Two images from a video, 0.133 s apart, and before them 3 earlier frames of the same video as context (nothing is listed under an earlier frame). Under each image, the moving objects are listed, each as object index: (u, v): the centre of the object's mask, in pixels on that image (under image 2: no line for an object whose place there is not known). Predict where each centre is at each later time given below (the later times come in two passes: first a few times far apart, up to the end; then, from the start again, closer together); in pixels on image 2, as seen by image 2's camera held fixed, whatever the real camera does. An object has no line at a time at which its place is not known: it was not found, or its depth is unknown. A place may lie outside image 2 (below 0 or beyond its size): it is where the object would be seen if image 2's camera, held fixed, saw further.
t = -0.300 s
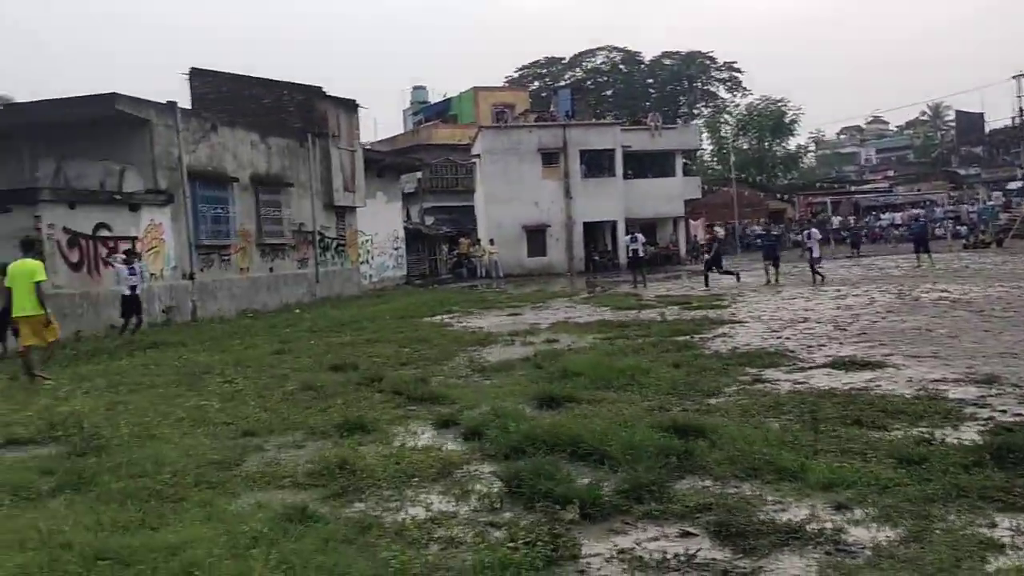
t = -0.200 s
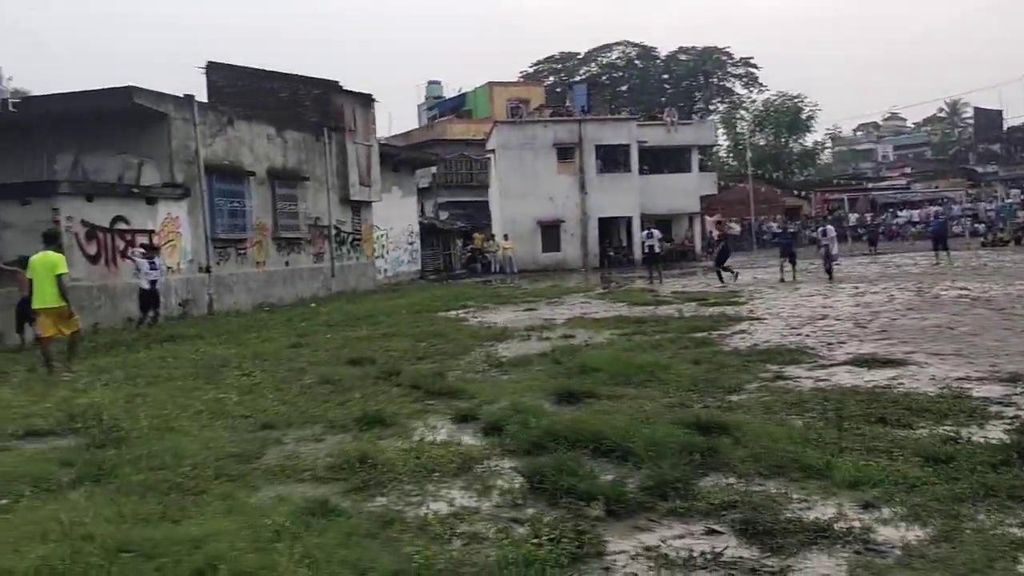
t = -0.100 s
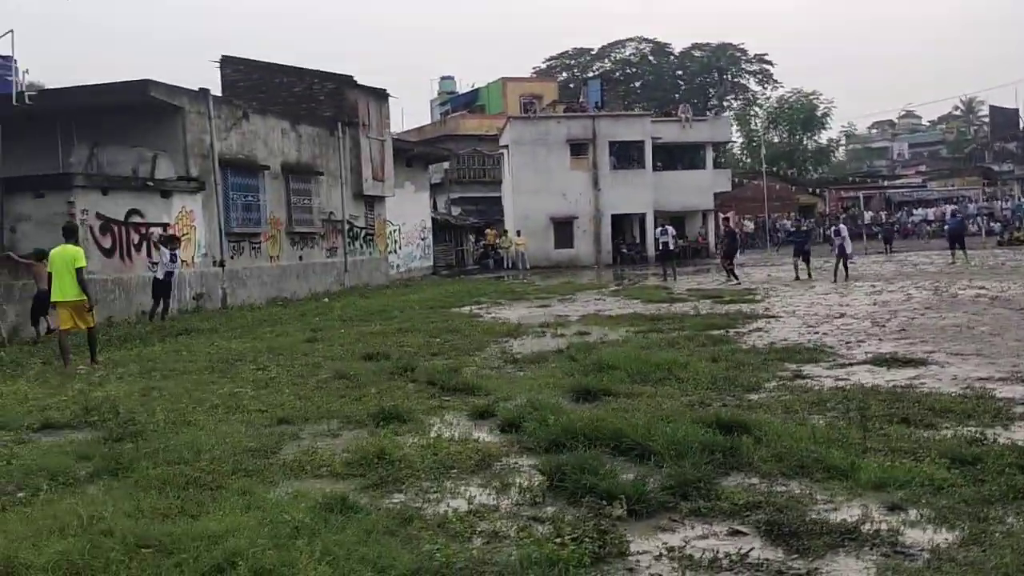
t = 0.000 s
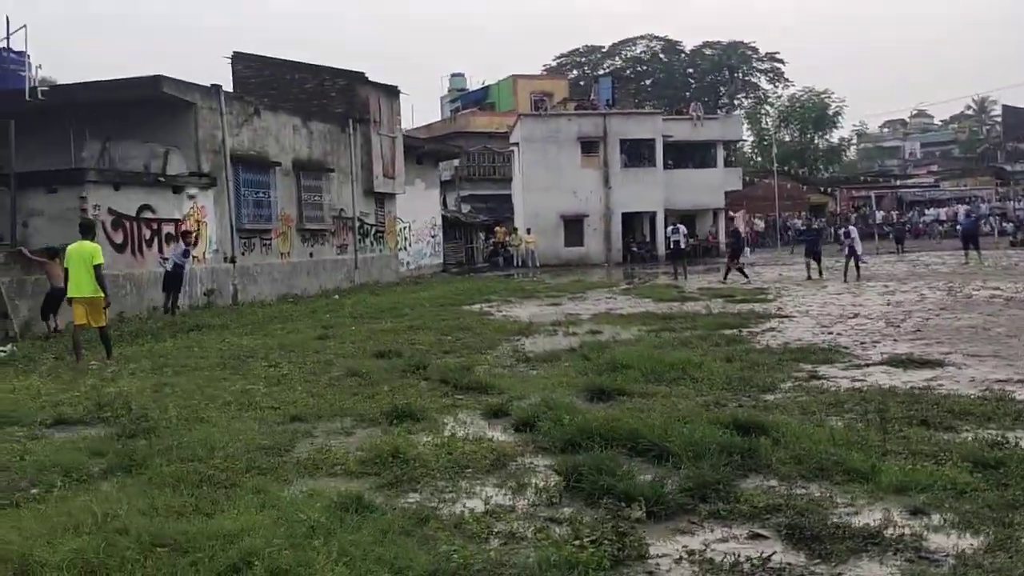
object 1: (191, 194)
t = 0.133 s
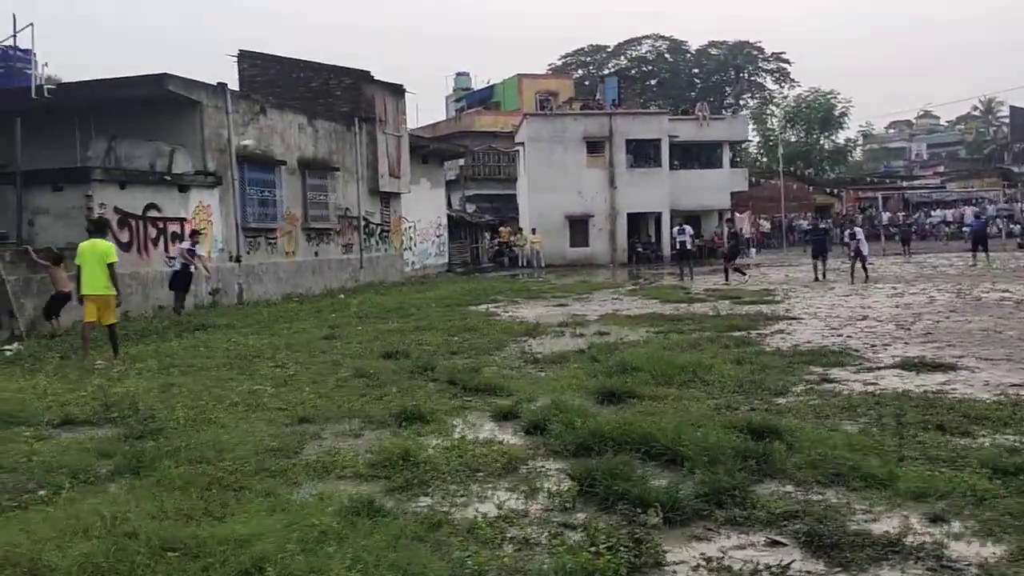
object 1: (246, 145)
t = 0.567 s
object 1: (438, 66)
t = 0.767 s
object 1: (537, 69)
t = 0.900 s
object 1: (609, 85)
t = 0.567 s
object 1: (438, 66)
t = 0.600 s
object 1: (454, 65)
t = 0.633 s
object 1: (470, 64)
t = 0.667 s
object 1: (486, 64)
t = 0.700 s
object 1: (503, 64)
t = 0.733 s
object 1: (520, 66)
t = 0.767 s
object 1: (537, 69)
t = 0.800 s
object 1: (555, 71)
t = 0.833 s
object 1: (572, 75)
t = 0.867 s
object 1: (585, 78)
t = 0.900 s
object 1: (609, 85)
